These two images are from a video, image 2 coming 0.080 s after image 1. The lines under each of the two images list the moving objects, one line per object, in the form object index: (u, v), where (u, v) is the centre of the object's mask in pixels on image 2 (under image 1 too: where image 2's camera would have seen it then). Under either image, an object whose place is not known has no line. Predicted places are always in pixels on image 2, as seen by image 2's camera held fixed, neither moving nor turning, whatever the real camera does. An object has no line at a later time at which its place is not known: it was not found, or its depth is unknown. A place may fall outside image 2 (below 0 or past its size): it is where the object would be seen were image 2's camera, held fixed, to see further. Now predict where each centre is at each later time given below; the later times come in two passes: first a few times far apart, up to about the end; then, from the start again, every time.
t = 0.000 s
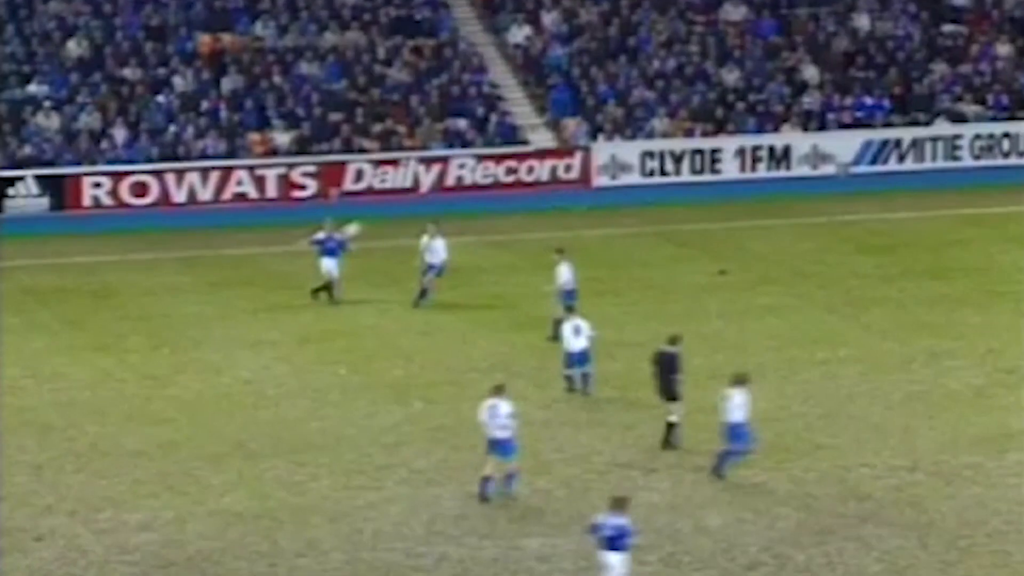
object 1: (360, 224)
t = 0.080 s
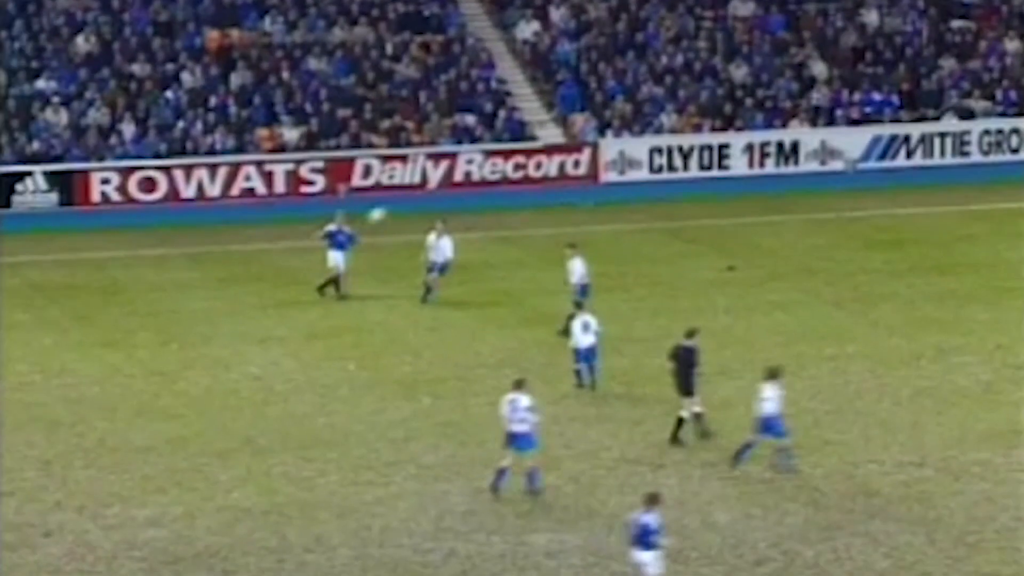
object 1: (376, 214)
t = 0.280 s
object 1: (421, 199)
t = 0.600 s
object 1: (507, 208)
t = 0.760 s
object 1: (557, 229)
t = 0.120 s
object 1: (384, 210)
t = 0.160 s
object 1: (393, 207)
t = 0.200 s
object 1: (402, 203)
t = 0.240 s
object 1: (412, 201)
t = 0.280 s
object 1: (421, 199)
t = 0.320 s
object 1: (432, 197)
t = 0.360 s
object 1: (442, 197)
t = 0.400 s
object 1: (452, 197)
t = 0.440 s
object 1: (463, 198)
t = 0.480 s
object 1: (474, 200)
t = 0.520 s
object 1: (485, 202)
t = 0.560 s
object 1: (496, 204)
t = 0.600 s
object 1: (507, 208)
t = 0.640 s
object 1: (520, 212)
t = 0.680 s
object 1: (531, 216)
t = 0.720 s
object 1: (544, 222)
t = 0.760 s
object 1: (557, 229)
